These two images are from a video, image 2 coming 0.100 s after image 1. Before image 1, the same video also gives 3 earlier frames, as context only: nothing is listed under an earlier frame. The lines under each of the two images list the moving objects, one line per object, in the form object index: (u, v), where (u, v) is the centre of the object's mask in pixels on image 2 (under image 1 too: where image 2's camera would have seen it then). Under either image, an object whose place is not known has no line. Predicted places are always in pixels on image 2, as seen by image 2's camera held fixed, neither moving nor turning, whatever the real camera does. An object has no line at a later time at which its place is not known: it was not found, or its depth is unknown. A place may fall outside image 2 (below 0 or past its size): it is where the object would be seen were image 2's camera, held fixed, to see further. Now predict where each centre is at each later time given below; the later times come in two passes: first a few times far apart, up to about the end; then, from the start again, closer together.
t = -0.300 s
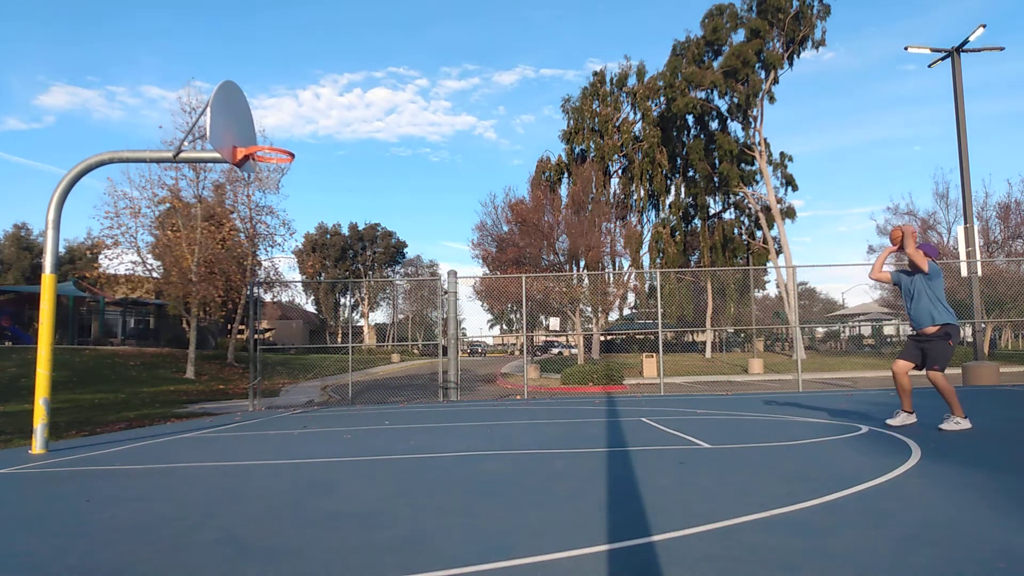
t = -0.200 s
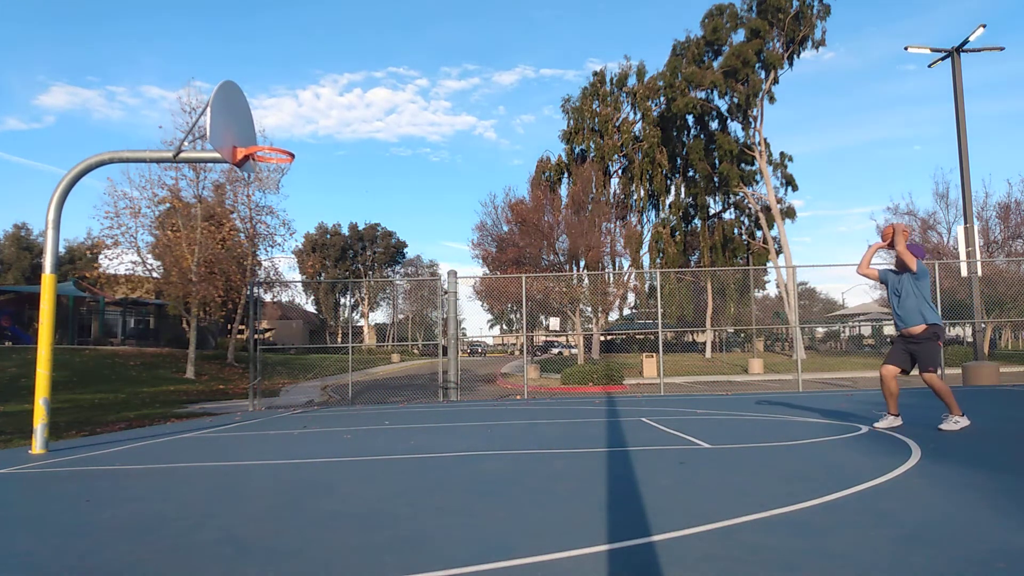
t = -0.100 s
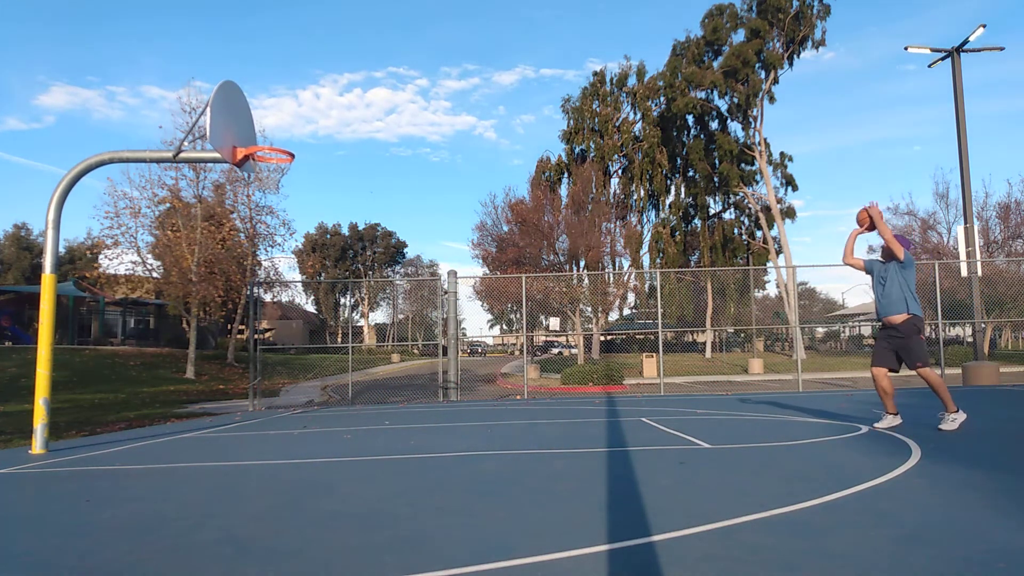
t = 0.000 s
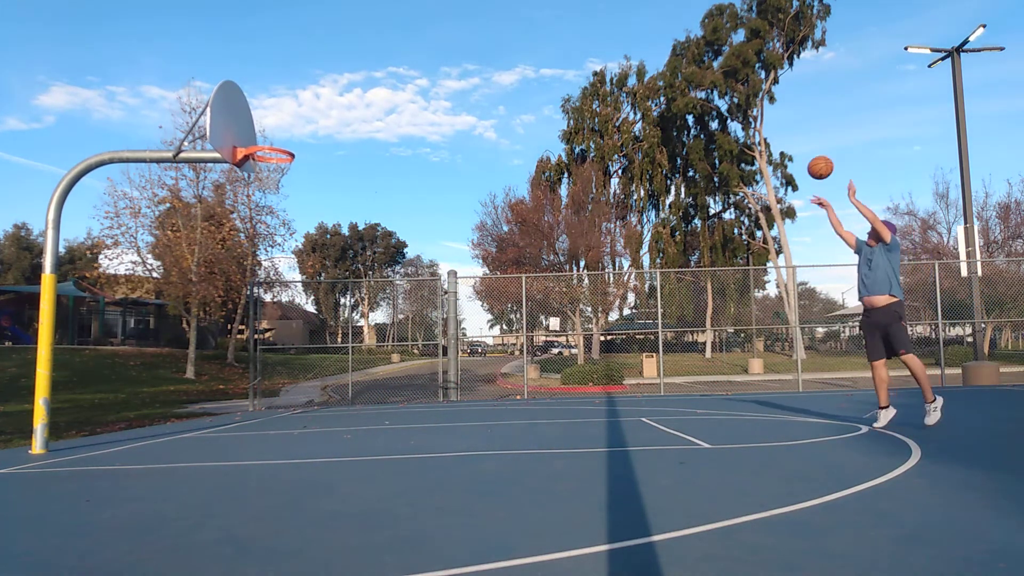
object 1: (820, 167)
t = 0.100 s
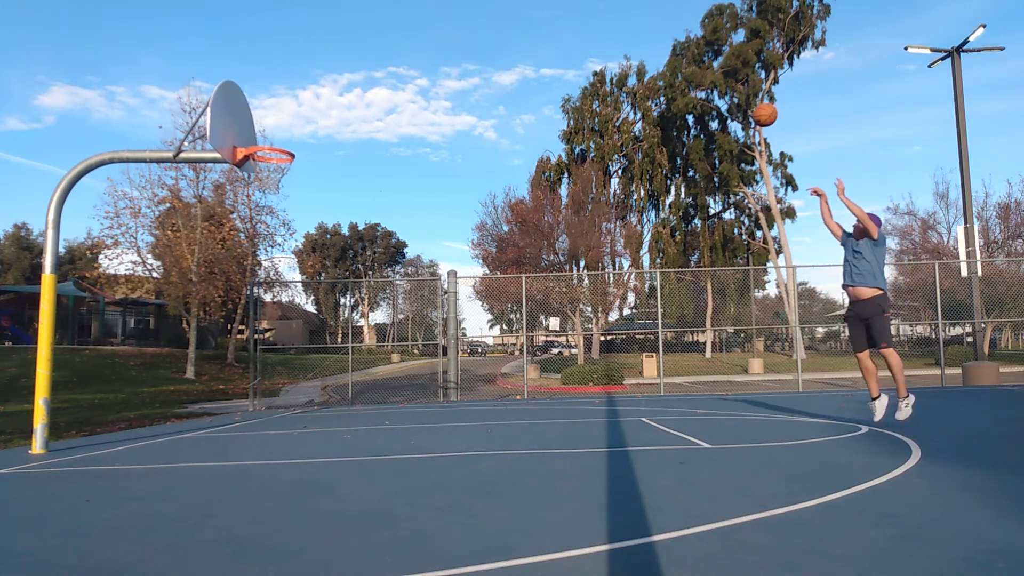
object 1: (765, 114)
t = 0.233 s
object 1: (695, 61)
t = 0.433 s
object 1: (596, 14)
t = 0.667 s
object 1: (489, 8)
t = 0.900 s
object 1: (388, 48)
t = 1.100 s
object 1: (303, 119)
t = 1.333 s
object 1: (248, 187)
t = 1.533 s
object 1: (235, 236)
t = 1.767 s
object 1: (217, 339)
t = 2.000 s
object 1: (212, 404)
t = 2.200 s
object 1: (230, 347)
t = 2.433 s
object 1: (252, 323)
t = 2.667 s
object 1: (272, 351)
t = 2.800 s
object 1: (283, 391)
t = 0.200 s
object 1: (712, 72)
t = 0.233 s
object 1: (695, 61)
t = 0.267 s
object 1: (678, 50)
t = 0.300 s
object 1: (661, 41)
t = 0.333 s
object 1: (644, 33)
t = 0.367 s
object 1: (628, 25)
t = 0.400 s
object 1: (612, 19)
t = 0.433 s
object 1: (596, 14)
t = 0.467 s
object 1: (581, 11)
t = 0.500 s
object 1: (565, 8)
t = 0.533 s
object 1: (550, 7)
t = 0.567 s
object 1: (534, 7)
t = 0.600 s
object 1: (519, 7)
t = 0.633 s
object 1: (504, 8)
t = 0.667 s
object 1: (489, 8)
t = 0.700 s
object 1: (475, 10)
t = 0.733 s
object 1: (460, 14)
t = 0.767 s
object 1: (445, 19)
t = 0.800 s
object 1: (431, 25)
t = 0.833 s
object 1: (416, 32)
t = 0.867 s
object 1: (402, 39)
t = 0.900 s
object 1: (388, 48)
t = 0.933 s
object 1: (374, 58)
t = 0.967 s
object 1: (359, 68)
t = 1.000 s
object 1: (345, 79)
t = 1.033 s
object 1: (331, 92)
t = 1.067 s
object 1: (317, 105)
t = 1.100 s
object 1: (303, 119)
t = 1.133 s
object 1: (289, 134)
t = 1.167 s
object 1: (275, 151)
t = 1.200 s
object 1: (260, 167)
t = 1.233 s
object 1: (253, 176)
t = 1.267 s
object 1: (251, 178)
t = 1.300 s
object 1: (250, 183)
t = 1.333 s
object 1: (248, 187)
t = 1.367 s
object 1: (245, 193)
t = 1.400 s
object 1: (244, 200)
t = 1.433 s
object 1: (241, 207)
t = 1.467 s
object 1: (239, 216)
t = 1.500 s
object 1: (237, 226)
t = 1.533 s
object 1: (235, 236)
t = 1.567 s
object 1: (232, 248)
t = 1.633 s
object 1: (227, 274)
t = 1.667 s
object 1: (225, 289)
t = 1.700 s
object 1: (222, 305)
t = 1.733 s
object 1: (220, 322)
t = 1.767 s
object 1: (217, 339)
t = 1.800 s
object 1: (214, 358)
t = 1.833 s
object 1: (212, 378)
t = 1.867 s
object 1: (209, 399)
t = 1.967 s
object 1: (209, 418)
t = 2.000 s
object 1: (212, 404)
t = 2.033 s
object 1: (215, 392)
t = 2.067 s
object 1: (218, 381)
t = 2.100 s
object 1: (221, 371)
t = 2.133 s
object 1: (224, 362)
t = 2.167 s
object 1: (227, 354)
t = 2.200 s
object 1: (230, 347)
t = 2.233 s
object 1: (234, 340)
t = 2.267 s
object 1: (236, 334)
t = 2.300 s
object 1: (239, 330)
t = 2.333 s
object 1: (243, 327)
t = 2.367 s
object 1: (246, 325)
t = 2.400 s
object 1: (249, 323)
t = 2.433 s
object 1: (252, 323)
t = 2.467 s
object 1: (255, 324)
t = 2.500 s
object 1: (257, 326)
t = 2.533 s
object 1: (260, 329)
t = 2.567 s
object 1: (263, 333)
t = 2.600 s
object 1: (266, 338)
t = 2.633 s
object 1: (269, 344)
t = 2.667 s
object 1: (272, 351)
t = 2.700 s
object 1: (275, 359)
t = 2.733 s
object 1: (277, 369)
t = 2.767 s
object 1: (280, 380)
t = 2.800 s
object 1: (283, 391)
